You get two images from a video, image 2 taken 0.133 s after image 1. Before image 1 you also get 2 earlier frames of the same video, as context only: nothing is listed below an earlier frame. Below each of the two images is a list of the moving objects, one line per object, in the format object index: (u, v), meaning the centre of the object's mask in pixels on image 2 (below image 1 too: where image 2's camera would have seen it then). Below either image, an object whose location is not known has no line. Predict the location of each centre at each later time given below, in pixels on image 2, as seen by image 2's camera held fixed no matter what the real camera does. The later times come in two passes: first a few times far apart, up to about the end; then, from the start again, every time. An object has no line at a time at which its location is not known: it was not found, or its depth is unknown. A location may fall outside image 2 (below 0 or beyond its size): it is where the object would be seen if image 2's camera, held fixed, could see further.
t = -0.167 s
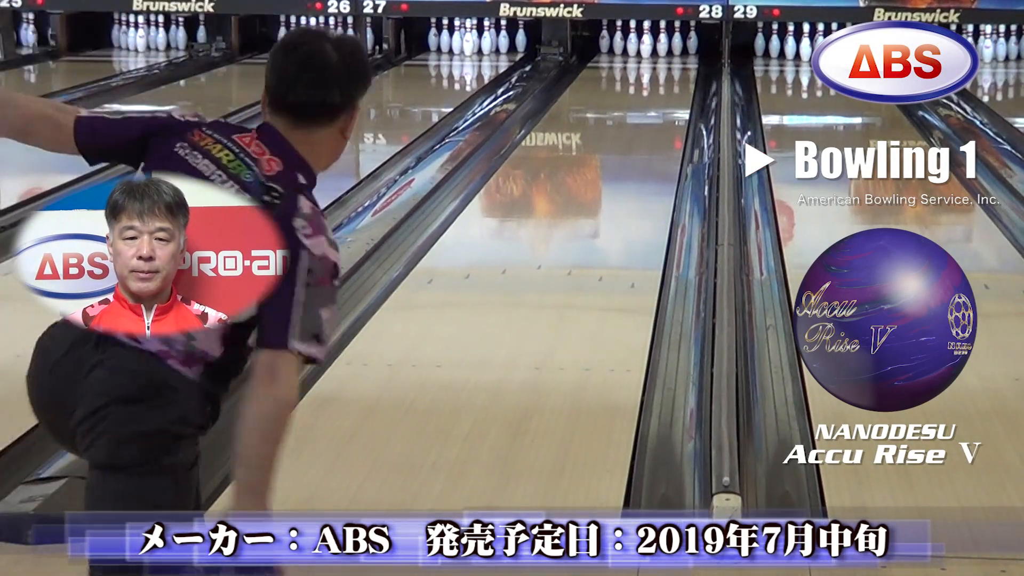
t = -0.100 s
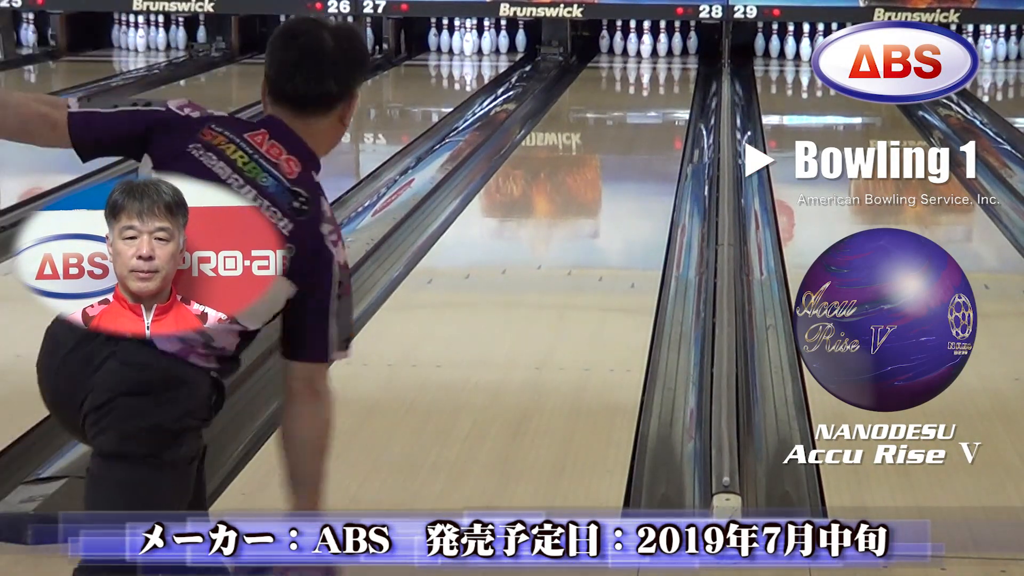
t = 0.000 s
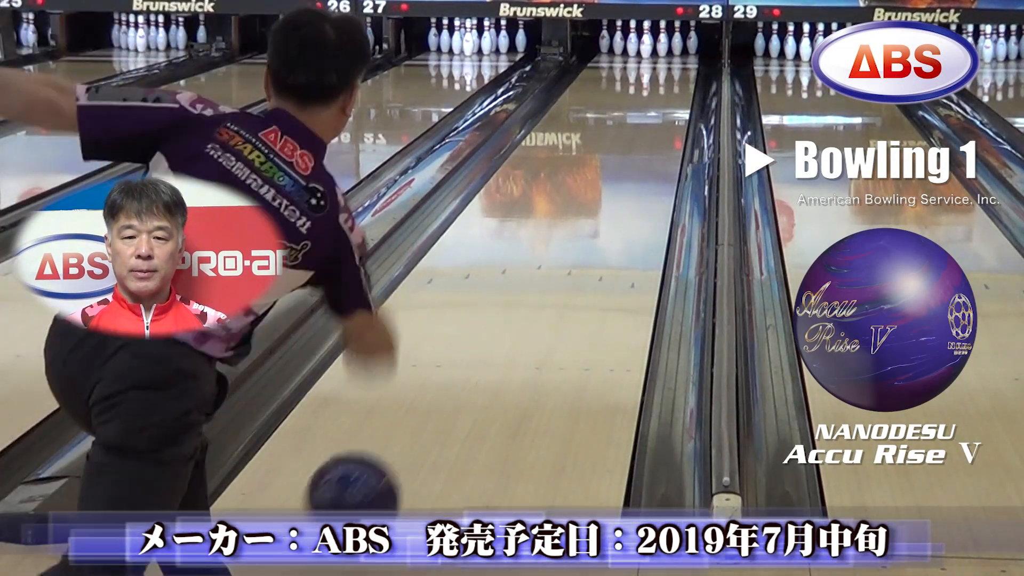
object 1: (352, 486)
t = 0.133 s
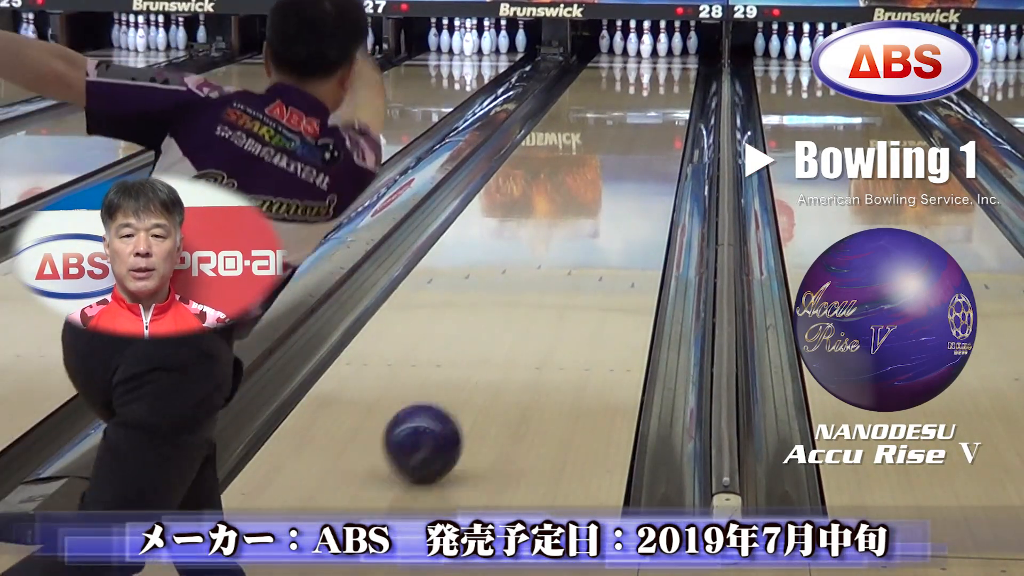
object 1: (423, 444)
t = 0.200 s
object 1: (450, 405)
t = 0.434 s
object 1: (520, 305)
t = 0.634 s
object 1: (560, 248)
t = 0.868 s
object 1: (593, 200)
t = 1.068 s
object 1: (614, 167)
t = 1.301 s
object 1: (633, 137)
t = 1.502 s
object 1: (644, 118)
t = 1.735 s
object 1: (654, 98)
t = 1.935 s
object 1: (658, 84)
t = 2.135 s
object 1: (661, 72)
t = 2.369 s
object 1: (660, 61)
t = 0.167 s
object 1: (437, 422)
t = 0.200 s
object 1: (450, 405)
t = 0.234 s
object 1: (462, 387)
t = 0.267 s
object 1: (473, 372)
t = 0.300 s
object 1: (484, 357)
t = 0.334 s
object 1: (493, 343)
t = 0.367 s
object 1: (503, 330)
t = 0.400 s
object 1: (511, 317)
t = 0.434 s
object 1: (520, 305)
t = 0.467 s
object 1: (527, 295)
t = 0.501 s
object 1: (535, 284)
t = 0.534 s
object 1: (541, 275)
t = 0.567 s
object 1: (548, 265)
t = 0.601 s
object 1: (554, 257)
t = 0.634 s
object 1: (560, 248)
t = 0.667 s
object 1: (565, 240)
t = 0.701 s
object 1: (570, 233)
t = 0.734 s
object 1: (575, 226)
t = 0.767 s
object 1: (580, 219)
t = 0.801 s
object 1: (585, 212)
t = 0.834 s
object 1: (589, 205)
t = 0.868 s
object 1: (593, 200)
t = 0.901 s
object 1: (597, 194)
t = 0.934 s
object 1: (600, 188)
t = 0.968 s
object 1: (604, 182)
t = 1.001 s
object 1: (608, 177)
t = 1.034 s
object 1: (611, 172)
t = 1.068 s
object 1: (614, 167)
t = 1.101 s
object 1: (617, 163)
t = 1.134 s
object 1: (620, 158)
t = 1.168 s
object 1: (622, 154)
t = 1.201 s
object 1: (625, 150)
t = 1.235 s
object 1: (628, 145)
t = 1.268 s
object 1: (630, 141)
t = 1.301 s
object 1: (633, 137)
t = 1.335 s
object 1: (635, 134)
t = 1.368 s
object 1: (637, 130)
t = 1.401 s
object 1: (639, 127)
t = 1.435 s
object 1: (641, 124)
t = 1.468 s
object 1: (643, 121)
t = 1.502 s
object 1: (644, 118)
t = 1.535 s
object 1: (646, 115)
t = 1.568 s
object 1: (648, 111)
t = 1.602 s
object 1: (649, 109)
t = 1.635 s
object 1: (650, 106)
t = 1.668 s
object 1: (651, 103)
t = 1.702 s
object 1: (653, 101)
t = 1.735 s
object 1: (654, 98)
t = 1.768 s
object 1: (655, 96)
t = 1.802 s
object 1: (656, 93)
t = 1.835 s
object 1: (657, 91)
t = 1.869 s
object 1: (657, 89)
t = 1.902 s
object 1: (658, 86)
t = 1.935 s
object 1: (658, 84)
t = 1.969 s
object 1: (659, 82)
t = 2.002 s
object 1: (659, 80)
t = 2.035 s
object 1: (660, 78)
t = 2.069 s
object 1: (660, 76)
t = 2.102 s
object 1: (660, 75)
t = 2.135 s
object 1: (661, 72)
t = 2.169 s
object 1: (660, 71)
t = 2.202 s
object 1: (660, 69)
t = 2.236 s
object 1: (660, 68)
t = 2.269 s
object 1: (660, 66)
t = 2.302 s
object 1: (660, 64)
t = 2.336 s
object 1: (660, 63)
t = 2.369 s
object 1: (660, 61)
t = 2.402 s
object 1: (659, 60)
